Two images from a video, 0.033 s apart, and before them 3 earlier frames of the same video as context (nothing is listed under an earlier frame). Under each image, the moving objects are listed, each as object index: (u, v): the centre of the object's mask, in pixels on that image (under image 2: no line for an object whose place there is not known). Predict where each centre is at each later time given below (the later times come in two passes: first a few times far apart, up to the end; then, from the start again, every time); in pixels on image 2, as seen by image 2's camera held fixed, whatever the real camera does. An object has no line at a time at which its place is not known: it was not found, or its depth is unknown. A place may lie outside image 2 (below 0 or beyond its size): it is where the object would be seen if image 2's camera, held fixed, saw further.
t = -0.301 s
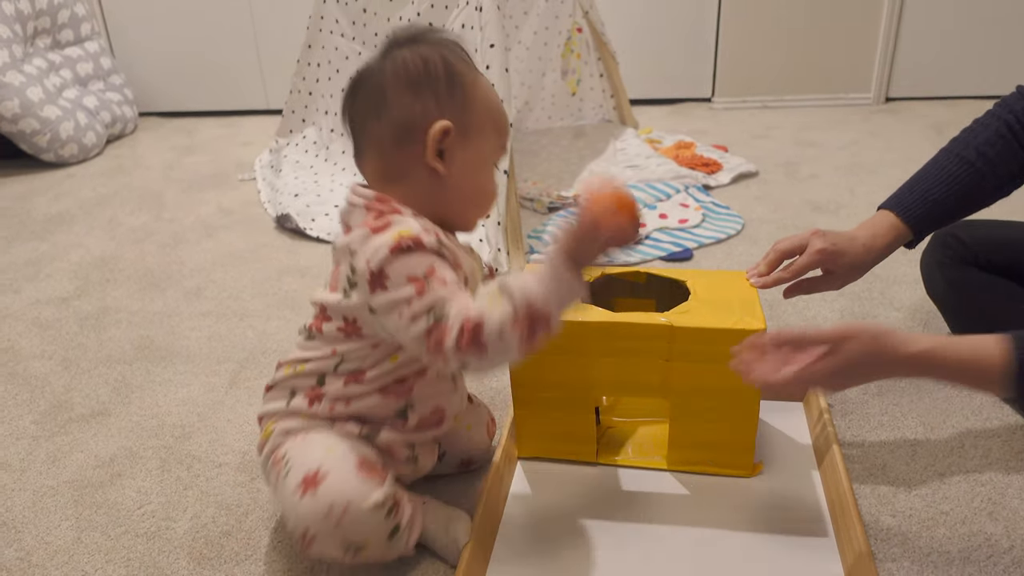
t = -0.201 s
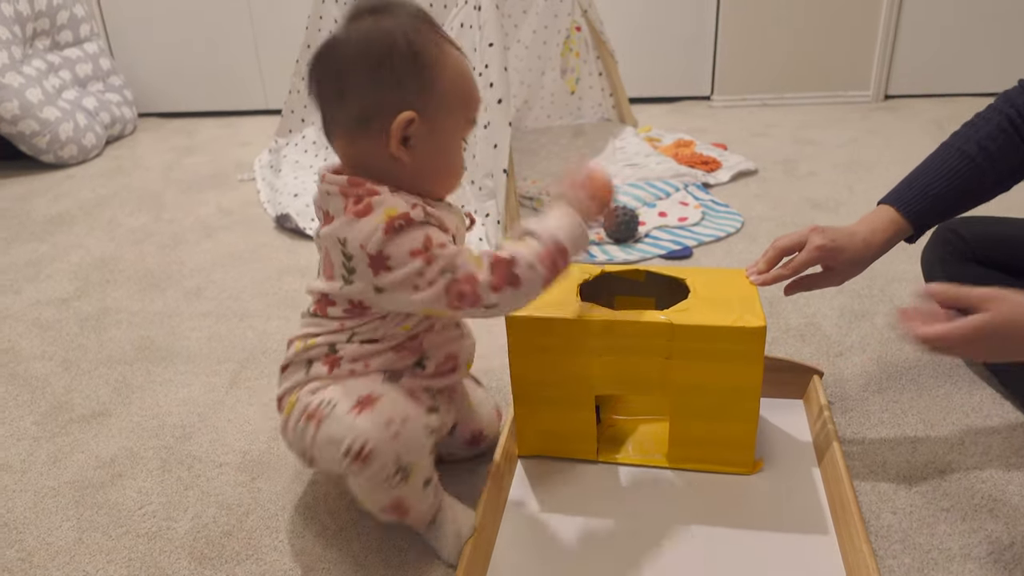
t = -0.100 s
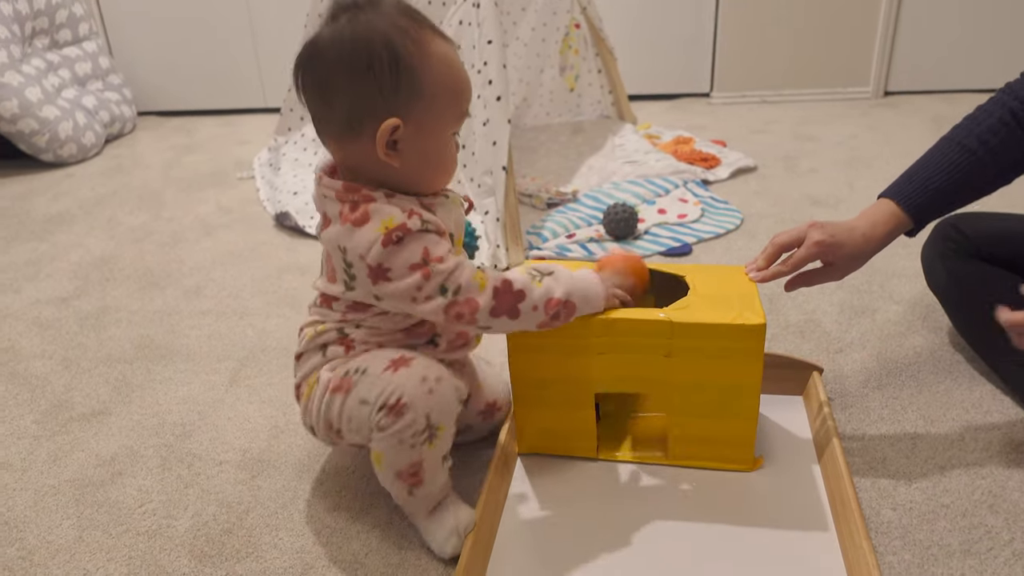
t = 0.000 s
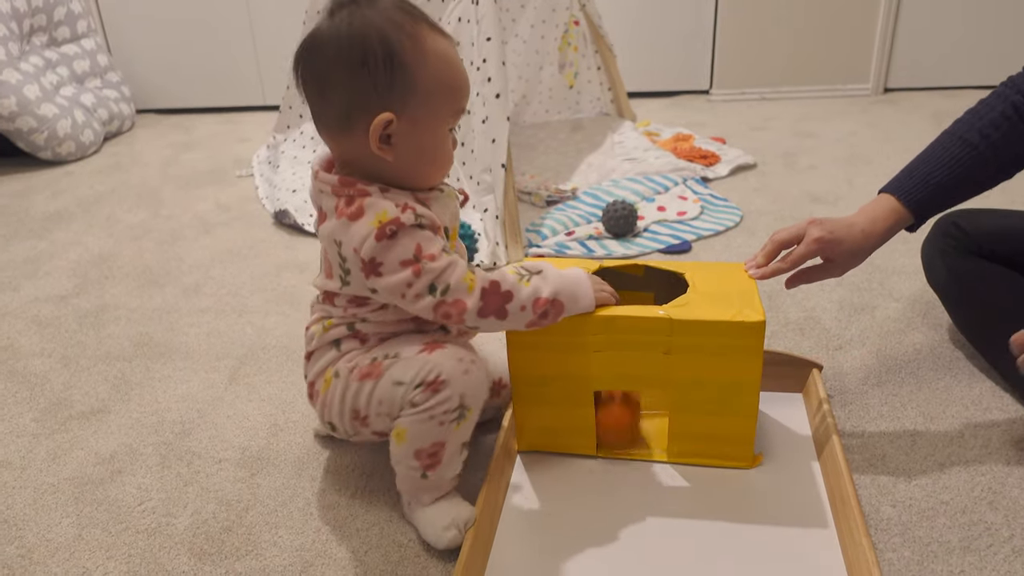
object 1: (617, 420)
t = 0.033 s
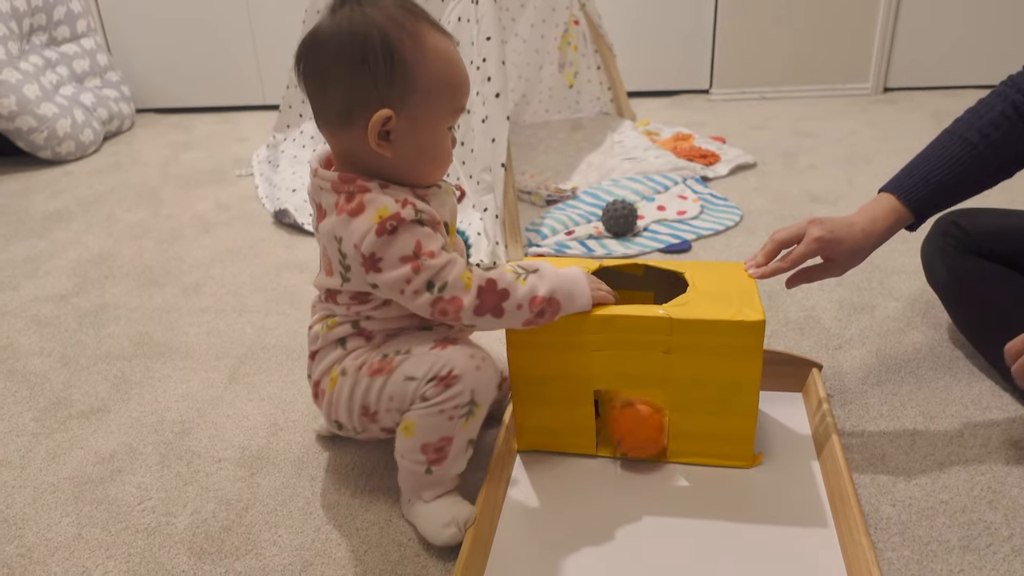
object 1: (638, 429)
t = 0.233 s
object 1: (641, 468)
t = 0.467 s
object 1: (660, 517)
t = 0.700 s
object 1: (639, 520)
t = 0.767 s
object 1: (634, 516)
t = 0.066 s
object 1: (630, 428)
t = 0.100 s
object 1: (625, 430)
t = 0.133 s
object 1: (629, 435)
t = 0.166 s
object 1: (633, 447)
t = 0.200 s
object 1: (637, 458)
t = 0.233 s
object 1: (641, 468)
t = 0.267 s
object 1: (646, 478)
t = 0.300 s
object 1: (651, 485)
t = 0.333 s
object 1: (654, 493)
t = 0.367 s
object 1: (659, 500)
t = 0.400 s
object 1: (661, 507)
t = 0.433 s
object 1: (661, 512)
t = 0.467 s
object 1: (660, 517)
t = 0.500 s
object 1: (658, 521)
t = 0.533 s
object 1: (655, 522)
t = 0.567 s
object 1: (652, 523)
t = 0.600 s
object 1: (648, 524)
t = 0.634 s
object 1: (645, 523)
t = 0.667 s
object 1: (642, 522)
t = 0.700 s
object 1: (639, 520)
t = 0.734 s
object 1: (636, 518)
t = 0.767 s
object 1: (634, 516)
